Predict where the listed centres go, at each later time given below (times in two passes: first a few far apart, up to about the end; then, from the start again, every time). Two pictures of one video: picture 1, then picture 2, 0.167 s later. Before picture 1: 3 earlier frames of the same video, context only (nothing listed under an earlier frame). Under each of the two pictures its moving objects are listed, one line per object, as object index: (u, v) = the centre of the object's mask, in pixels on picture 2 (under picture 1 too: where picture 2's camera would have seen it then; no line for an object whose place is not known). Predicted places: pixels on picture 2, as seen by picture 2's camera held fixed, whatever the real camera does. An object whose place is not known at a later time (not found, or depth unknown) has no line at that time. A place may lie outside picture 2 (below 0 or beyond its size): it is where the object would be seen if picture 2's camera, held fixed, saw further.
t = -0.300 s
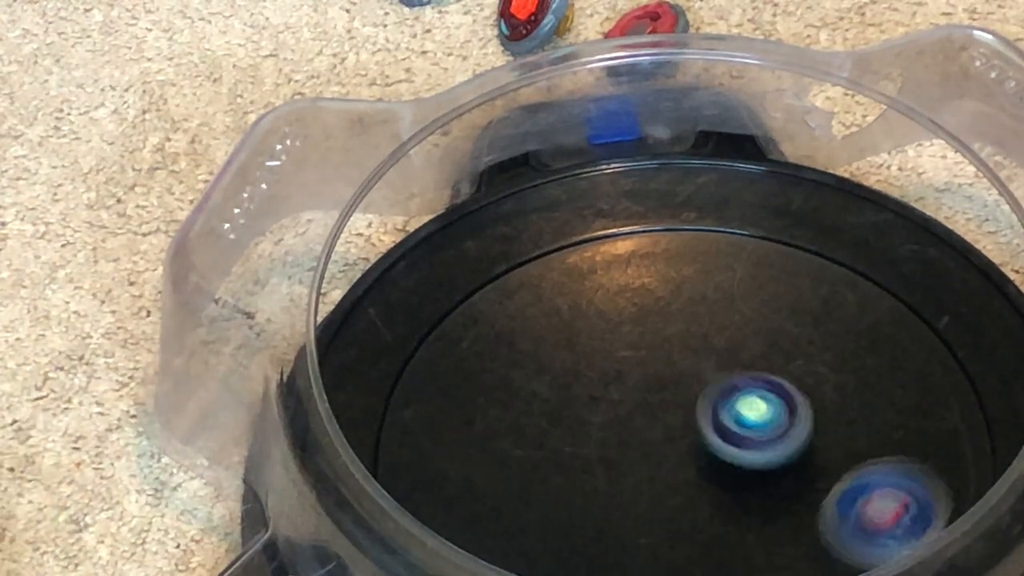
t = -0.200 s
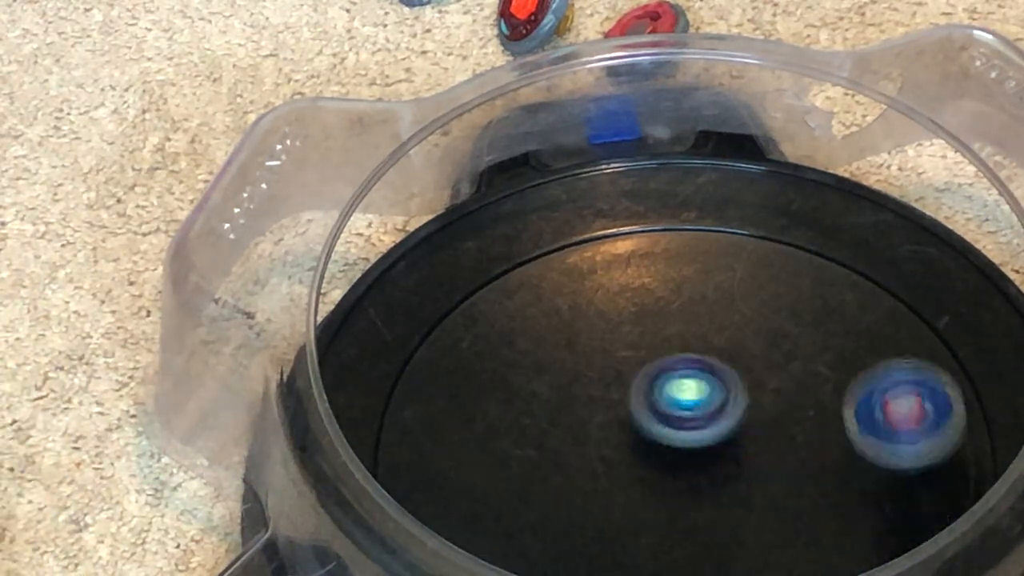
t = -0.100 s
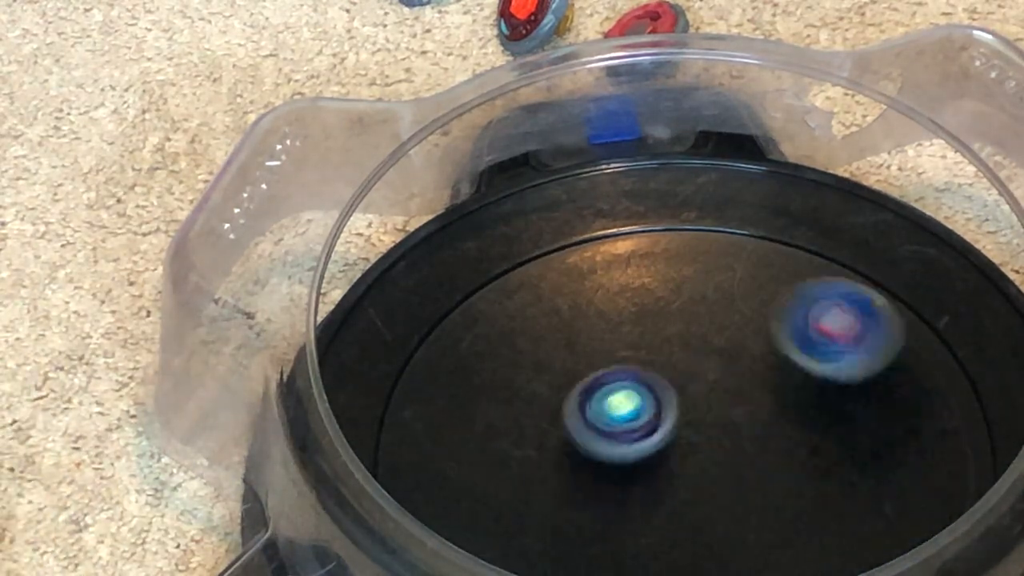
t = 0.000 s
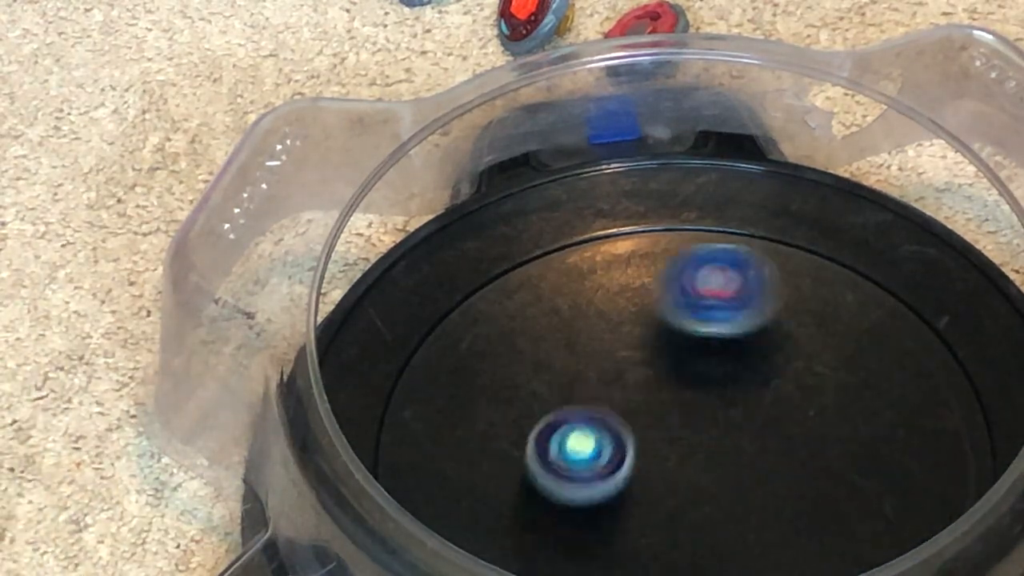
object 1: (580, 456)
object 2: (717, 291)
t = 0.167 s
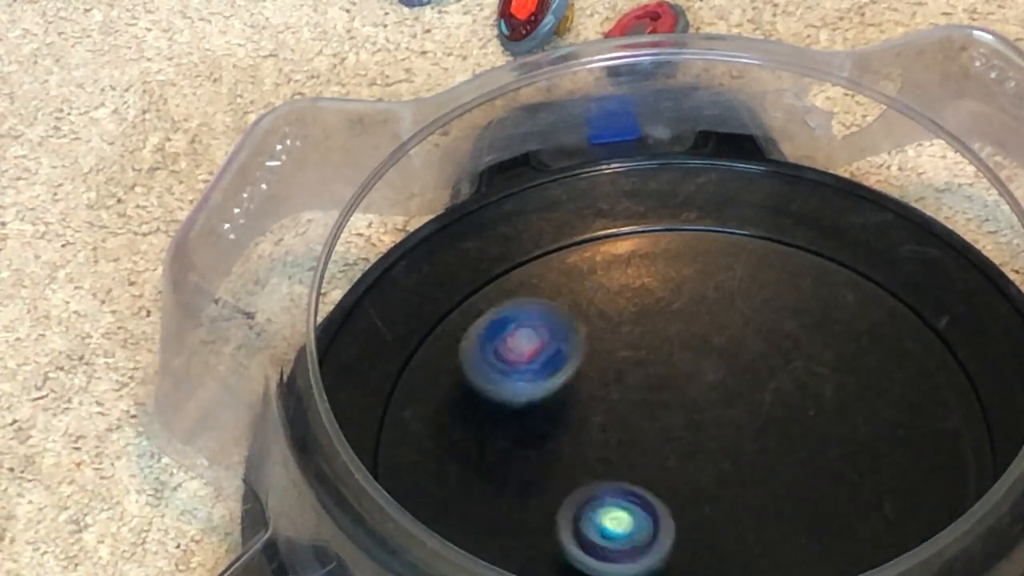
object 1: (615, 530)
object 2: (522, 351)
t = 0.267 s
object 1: (680, 536)
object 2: (478, 444)
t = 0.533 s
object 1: (747, 427)
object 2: (726, 560)
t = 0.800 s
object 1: (607, 390)
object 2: (844, 362)
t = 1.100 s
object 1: (648, 510)
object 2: (534, 316)
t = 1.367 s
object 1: (779, 443)
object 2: (577, 537)
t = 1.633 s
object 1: (679, 379)
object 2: (873, 475)
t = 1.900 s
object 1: (629, 487)
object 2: (749, 290)
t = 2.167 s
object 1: (767, 510)
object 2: (516, 421)
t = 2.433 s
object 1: (734, 415)
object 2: (693, 560)
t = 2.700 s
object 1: (605, 460)
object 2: (862, 428)
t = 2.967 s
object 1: (679, 532)
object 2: (637, 304)
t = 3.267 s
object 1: (732, 433)
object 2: (506, 483)
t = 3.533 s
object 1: (614, 412)
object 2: (762, 540)
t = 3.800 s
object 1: (639, 498)
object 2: (834, 351)
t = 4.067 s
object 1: (752, 456)
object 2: (609, 308)
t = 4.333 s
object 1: (690, 393)
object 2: (547, 497)
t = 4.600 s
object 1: (636, 467)
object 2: (787, 544)
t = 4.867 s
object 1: (736, 505)
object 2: (840, 388)
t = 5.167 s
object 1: (725, 428)
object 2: (594, 333)
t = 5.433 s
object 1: (631, 459)
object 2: (525, 471)
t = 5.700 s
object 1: (686, 478)
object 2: (679, 550)
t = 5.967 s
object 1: (704, 407)
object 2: (801, 497)
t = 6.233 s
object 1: (649, 415)
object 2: (760, 391)
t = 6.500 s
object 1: (695, 478)
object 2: (668, 360)
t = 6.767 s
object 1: (757, 460)
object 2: (627, 371)
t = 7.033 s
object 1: (706, 447)
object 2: (609, 402)
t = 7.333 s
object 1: (756, 496)
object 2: (564, 442)
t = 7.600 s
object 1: (753, 471)
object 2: (585, 471)
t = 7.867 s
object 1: (728, 454)
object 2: (596, 512)
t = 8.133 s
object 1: (701, 434)
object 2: (638, 526)
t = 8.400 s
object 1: (656, 451)
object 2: (726, 500)
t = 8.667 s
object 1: (653, 461)
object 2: (780, 444)
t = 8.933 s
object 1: (677, 455)
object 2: (775, 416)
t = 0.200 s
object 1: (635, 535)
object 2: (499, 380)
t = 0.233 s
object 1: (657, 537)
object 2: (484, 410)
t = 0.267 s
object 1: (680, 536)
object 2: (478, 444)
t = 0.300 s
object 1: (702, 532)
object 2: (482, 478)
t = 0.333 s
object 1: (722, 526)
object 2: (497, 509)
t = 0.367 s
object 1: (738, 513)
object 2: (519, 531)
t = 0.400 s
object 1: (749, 498)
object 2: (549, 547)
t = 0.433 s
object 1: (756, 480)
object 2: (584, 556)
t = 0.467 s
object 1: (759, 462)
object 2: (627, 561)
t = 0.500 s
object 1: (755, 444)
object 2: (675, 563)
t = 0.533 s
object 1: (747, 427)
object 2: (726, 560)
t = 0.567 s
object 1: (735, 411)
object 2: (772, 554)
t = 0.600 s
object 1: (719, 398)
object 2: (805, 543)
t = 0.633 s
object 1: (702, 388)
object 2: (832, 526)
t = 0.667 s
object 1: (682, 381)
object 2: (852, 497)
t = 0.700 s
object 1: (662, 378)
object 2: (863, 462)
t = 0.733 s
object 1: (641, 378)
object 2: (866, 428)
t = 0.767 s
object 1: (623, 382)
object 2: (859, 395)
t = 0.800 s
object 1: (607, 390)
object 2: (844, 362)
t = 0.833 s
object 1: (594, 402)
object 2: (821, 336)
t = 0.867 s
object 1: (585, 415)
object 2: (791, 312)
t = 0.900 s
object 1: (579, 429)
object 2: (758, 294)
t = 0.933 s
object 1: (579, 446)
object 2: (718, 281)
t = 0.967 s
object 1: (583, 463)
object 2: (679, 275)
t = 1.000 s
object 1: (593, 479)
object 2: (639, 276)
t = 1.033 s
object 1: (608, 493)
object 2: (599, 283)
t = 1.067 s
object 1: (627, 503)
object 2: (563, 296)
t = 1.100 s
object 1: (648, 510)
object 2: (534, 316)
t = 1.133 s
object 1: (671, 513)
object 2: (512, 339)
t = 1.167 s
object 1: (694, 512)
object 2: (496, 369)
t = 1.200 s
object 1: (717, 508)
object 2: (488, 400)
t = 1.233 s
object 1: (737, 500)
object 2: (489, 432)
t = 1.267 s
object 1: (753, 488)
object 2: (499, 465)
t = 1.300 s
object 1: (767, 474)
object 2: (517, 495)
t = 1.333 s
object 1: (775, 459)
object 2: (545, 523)
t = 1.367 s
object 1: (779, 443)
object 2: (577, 537)
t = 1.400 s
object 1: (778, 426)
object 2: (616, 546)
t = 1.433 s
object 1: (772, 412)
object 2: (660, 551)
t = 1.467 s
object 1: (763, 400)
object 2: (707, 551)
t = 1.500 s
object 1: (749, 390)
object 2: (754, 548)
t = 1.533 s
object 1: (734, 381)
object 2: (794, 542)
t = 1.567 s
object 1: (716, 377)
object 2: (827, 528)
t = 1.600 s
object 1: (697, 376)
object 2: (854, 504)
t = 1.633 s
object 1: (679, 379)
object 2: (873, 475)
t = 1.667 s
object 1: (662, 386)
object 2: (885, 445)
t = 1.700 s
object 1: (646, 396)
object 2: (887, 414)
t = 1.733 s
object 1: (634, 409)
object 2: (881, 383)
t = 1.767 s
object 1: (625, 423)
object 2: (868, 356)
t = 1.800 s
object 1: (619, 439)
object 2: (846, 333)
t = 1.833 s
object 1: (617, 456)
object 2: (816, 312)
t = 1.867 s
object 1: (620, 472)
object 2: (782, 298)
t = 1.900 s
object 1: (629, 487)
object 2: (749, 290)
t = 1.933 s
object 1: (641, 501)
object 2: (709, 287)
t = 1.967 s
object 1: (656, 512)
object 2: (667, 291)
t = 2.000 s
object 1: (674, 521)
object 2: (629, 302)
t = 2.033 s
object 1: (694, 526)
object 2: (594, 317)
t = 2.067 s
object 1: (714, 527)
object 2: (565, 337)
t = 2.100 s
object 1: (734, 526)
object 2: (542, 362)
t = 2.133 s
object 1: (752, 520)
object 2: (525, 390)
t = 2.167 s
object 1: (767, 510)
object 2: (516, 421)
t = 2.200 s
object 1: (777, 498)
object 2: (514, 452)
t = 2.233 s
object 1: (784, 485)
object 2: (520, 481)
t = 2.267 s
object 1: (787, 471)
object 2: (535, 512)
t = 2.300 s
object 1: (784, 456)
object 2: (555, 532)
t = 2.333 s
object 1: (778, 443)
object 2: (583, 545)
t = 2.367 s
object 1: (766, 432)
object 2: (614, 553)
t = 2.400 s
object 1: (752, 422)
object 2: (651, 558)
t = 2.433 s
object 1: (734, 415)
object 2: (693, 560)
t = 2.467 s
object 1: (716, 411)
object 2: (736, 558)
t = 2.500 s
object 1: (695, 410)
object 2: (772, 554)
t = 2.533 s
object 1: (676, 411)
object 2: (806, 546)
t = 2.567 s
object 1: (656, 417)
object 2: (831, 533)
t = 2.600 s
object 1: (640, 425)
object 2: (849, 514)
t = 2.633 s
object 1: (625, 435)
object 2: (860, 486)
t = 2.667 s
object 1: (613, 447)
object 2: (866, 456)
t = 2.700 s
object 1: (605, 460)
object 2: (862, 428)
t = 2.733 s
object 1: (602, 474)
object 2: (852, 398)
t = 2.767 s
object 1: (603, 488)
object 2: (834, 372)
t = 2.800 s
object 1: (609, 502)
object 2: (810, 350)
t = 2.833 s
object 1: (617, 513)
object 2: (779, 330)
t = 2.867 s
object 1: (630, 523)
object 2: (745, 316)
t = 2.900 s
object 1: (644, 529)
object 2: (712, 307)
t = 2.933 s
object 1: (661, 532)
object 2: (675, 303)
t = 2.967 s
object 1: (679, 532)
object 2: (637, 304)
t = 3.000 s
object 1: (696, 530)
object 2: (599, 310)
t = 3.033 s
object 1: (712, 525)
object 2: (567, 323)
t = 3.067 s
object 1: (726, 516)
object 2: (540, 338)
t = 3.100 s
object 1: (737, 504)
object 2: (519, 358)
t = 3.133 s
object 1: (744, 491)
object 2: (503, 380)
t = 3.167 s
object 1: (747, 475)
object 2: (494, 406)
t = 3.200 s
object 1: (745, 460)
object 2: (491, 431)
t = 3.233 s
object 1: (740, 446)
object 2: (495, 458)
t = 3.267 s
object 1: (732, 433)
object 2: (506, 483)
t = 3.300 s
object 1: (720, 422)
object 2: (523, 507)
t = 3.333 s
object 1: (706, 412)
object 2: (547, 526)
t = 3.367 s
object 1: (690, 405)
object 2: (575, 538)
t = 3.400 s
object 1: (673, 400)
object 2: (608, 545)
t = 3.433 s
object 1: (657, 399)
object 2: (646, 549)
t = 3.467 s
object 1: (641, 401)
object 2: (687, 549)
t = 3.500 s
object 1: (627, 405)
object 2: (726, 547)
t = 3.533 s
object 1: (614, 412)
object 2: (762, 540)
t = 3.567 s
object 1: (604, 421)
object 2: (794, 529)
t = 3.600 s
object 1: (597, 433)
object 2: (820, 510)
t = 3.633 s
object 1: (594, 445)
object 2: (838, 485)
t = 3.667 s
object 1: (595, 458)
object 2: (852, 457)
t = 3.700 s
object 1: (600, 471)
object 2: (858, 428)
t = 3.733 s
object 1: (610, 482)
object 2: (857, 401)
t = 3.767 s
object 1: (623, 491)
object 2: (849, 375)
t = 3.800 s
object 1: (639, 498)
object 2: (834, 351)
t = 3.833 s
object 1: (656, 502)
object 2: (813, 330)
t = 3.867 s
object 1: (674, 503)
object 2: (790, 314)
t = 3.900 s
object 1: (692, 502)
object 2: (762, 301)
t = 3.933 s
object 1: (709, 497)
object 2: (733, 293)
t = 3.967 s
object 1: (724, 490)
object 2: (704, 290)
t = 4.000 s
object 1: (737, 480)
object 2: (672, 292)
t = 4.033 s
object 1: (747, 468)
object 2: (639, 298)
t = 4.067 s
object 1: (752, 456)
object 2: (609, 308)
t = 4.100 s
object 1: (755, 442)
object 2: (582, 324)
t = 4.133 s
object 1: (753, 430)
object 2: (560, 343)
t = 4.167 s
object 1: (748, 419)
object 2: (544, 366)
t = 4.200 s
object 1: (740, 409)
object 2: (533, 390)
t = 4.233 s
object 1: (729, 402)
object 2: (527, 417)
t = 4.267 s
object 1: (717, 396)
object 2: (527, 444)
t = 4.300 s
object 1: (704, 394)
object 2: (535, 472)
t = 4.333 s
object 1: (690, 393)
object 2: (547, 497)
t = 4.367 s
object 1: (675, 396)
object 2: (567, 520)
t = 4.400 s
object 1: (663, 401)
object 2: (591, 535)
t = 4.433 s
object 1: (652, 409)
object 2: (620, 544)
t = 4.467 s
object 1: (644, 419)
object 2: (651, 549)
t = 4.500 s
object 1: (637, 431)
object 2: (685, 552)
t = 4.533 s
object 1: (633, 443)
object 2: (721, 552)
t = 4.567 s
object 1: (633, 456)
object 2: (755, 550)
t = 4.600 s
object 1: (636, 467)
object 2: (787, 544)
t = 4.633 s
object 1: (643, 479)
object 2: (812, 536)
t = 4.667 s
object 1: (652, 490)
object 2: (832, 523)
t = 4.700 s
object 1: (664, 498)
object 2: (847, 503)
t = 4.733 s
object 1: (677, 505)
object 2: (856, 480)
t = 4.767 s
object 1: (693, 509)
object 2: (861, 457)
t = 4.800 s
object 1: (708, 511)
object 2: (859, 433)
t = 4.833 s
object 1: (723, 509)
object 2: (853, 409)
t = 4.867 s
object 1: (736, 505)
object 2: (840, 388)
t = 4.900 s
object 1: (747, 498)
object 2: (823, 369)
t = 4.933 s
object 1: (755, 490)
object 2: (800, 352)
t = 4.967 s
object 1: (761, 481)
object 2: (773, 338)
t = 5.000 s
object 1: (763, 471)
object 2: (745, 327)
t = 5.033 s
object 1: (762, 461)
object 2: (714, 321)
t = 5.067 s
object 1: (757, 451)
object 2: (683, 318)
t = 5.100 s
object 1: (748, 442)
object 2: (653, 319)
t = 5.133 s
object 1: (739, 435)
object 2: (621, 325)
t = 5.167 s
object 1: (725, 428)
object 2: (594, 333)
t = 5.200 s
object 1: (712, 425)
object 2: (569, 345)
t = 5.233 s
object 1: (698, 424)
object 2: (550, 360)
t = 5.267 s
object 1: (683, 426)
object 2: (534, 377)
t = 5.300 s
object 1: (669, 428)
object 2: (523, 396)
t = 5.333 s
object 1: (656, 434)
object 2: (518, 415)
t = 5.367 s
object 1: (645, 442)
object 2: (516, 434)
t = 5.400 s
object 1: (635, 450)
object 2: (519, 453)
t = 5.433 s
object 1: (631, 459)
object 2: (525, 471)
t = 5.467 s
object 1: (631, 467)
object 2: (538, 489)
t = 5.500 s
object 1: (634, 475)
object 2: (553, 505)
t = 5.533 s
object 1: (640, 480)
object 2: (572, 519)
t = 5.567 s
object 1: (646, 483)
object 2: (593, 529)
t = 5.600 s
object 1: (655, 484)
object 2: (608, 538)
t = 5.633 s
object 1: (664, 483)
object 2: (630, 545)
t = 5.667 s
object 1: (675, 482)
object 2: (656, 549)
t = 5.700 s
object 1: (686, 478)
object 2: (679, 550)
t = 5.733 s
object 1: (696, 473)
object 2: (704, 550)
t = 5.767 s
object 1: (704, 465)
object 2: (727, 548)
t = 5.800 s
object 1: (709, 454)
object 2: (747, 544)
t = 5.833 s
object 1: (712, 444)
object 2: (765, 539)
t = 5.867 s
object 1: (713, 434)
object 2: (779, 532)
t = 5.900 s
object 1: (712, 424)
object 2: (788, 523)
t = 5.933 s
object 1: (709, 415)
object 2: (796, 510)
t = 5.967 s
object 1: (704, 407)
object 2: (801, 497)
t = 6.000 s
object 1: (697, 401)
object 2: (803, 482)
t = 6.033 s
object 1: (689, 396)
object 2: (804, 467)
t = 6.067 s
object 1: (681, 394)
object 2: (802, 453)
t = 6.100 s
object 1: (672, 395)
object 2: (798, 439)
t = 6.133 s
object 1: (664, 397)
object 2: (791, 424)
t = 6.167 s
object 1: (657, 401)
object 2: (782, 413)
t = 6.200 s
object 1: (653, 408)
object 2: (772, 401)
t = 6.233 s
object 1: (649, 415)
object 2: (760, 391)
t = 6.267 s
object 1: (648, 424)
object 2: (748, 383)
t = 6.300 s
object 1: (648, 434)
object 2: (735, 375)
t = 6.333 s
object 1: (651, 443)
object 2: (722, 370)
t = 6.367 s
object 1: (657, 452)
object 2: (710, 366)
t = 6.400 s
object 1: (663, 460)
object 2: (698, 363)
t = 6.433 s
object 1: (672, 468)
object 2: (688, 361)
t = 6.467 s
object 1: (683, 474)
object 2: (677, 361)
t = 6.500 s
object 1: (695, 478)
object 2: (668, 360)
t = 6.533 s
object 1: (707, 481)
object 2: (661, 360)
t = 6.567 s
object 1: (718, 482)
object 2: (655, 361)
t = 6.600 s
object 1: (729, 481)
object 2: (649, 362)
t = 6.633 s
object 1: (738, 479)
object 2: (643, 363)
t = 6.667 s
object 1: (747, 475)
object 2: (639, 364)
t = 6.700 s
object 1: (752, 471)
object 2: (635, 367)
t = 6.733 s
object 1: (756, 465)
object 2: (631, 369)
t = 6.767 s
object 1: (757, 460)
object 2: (627, 371)
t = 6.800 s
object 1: (756, 455)
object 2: (624, 374)
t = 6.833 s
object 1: (753, 451)
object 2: (622, 377)
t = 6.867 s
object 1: (748, 447)
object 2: (619, 380)
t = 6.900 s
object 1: (741, 444)
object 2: (616, 384)
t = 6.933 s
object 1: (733, 443)
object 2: (614, 388)
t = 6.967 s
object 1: (724, 443)
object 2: (613, 392)
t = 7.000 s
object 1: (715, 444)
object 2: (611, 397)
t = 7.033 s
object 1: (706, 447)
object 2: (609, 402)
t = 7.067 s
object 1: (699, 452)
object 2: (609, 407)
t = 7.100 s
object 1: (693, 457)
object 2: (608, 414)
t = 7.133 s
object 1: (695, 466)
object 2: (594, 413)
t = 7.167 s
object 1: (705, 476)
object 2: (580, 415)
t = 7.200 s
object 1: (715, 484)
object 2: (574, 421)
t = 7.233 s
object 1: (726, 490)
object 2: (569, 426)
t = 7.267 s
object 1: (737, 494)
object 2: (566, 433)
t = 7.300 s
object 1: (747, 497)
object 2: (564, 438)
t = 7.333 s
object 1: (756, 496)
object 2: (564, 442)
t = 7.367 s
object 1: (763, 495)
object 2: (564, 445)
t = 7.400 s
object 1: (769, 493)
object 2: (565, 449)
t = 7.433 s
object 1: (773, 490)
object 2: (567, 453)
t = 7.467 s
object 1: (774, 486)
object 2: (569, 457)
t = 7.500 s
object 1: (773, 481)
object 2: (572, 460)
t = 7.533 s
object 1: (768, 477)
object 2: (576, 464)
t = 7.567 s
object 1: (762, 474)
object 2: (580, 467)
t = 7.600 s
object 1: (753, 471)
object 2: (585, 471)
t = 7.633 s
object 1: (743, 470)
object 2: (592, 474)
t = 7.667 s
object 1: (733, 468)
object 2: (600, 478)
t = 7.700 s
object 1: (722, 469)
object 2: (609, 481)
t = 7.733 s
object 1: (717, 469)
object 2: (621, 484)
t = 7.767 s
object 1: (715, 467)
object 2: (625, 488)
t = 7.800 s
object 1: (718, 464)
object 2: (606, 497)
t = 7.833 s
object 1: (725, 460)
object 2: (596, 505)
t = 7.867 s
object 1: (728, 454)
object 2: (596, 512)
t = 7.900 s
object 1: (728, 449)
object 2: (601, 516)
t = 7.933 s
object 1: (727, 445)
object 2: (605, 519)
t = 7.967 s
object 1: (725, 441)
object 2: (610, 521)
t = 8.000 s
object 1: (722, 437)
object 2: (615, 523)
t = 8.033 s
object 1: (718, 435)
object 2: (620, 524)
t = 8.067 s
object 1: (712, 433)
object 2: (625, 525)
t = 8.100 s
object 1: (707, 433)
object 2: (631, 525)
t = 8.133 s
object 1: (701, 434)
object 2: (638, 526)
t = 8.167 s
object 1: (695, 434)
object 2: (645, 525)
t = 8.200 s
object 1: (690, 436)
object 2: (654, 524)
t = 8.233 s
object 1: (684, 437)
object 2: (664, 522)
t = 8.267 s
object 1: (678, 438)
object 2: (676, 518)
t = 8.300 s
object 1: (672, 440)
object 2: (687, 513)
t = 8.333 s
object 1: (665, 443)
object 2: (698, 506)
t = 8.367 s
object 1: (658, 449)
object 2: (712, 502)
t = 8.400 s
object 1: (656, 451)
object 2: (726, 500)
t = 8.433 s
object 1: (655, 454)
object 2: (738, 495)
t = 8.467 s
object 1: (654, 455)
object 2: (749, 487)
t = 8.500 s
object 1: (653, 456)
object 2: (758, 480)
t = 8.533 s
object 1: (652, 457)
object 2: (765, 472)
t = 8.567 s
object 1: (650, 458)
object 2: (771, 465)
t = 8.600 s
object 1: (650, 459)
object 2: (775, 457)
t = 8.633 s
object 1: (651, 460)
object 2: (778, 450)
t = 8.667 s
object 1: (653, 461)
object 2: (780, 444)
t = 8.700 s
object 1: (656, 461)
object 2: (781, 439)
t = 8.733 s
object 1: (659, 461)
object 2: (781, 435)
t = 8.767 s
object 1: (662, 461)
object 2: (781, 431)
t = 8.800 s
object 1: (666, 460)
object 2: (781, 427)
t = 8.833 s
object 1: (669, 460)
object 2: (780, 424)
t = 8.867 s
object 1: (671, 459)
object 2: (778, 422)
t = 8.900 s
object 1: (675, 457)
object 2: (777, 419)
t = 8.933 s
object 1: (677, 455)
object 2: (775, 416)
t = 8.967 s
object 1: (680, 454)
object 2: (773, 413)
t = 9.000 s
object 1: (682, 451)
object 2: (771, 411)
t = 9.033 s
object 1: (683, 449)
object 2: (769, 409)
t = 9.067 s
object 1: (682, 447)
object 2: (767, 406)
